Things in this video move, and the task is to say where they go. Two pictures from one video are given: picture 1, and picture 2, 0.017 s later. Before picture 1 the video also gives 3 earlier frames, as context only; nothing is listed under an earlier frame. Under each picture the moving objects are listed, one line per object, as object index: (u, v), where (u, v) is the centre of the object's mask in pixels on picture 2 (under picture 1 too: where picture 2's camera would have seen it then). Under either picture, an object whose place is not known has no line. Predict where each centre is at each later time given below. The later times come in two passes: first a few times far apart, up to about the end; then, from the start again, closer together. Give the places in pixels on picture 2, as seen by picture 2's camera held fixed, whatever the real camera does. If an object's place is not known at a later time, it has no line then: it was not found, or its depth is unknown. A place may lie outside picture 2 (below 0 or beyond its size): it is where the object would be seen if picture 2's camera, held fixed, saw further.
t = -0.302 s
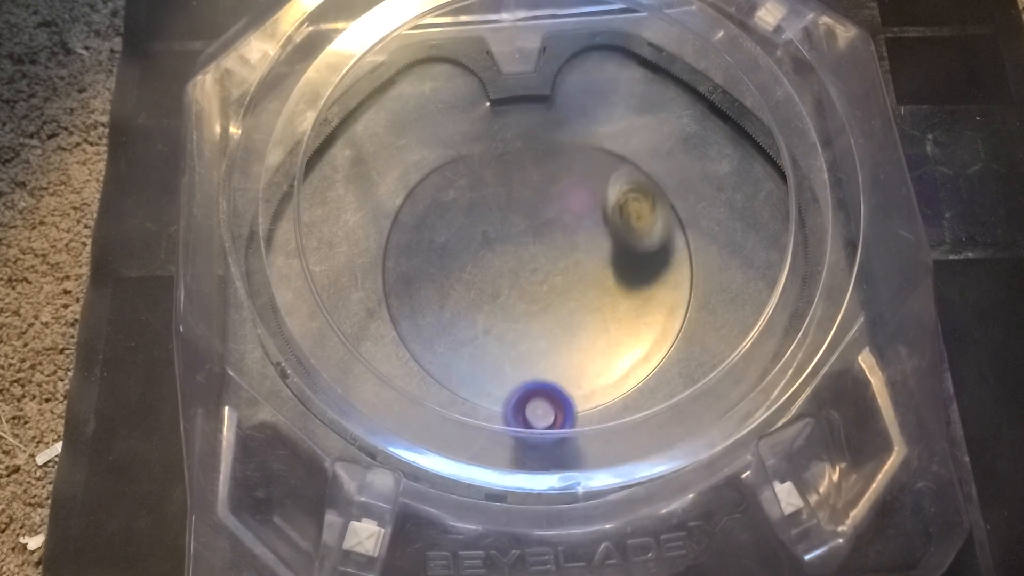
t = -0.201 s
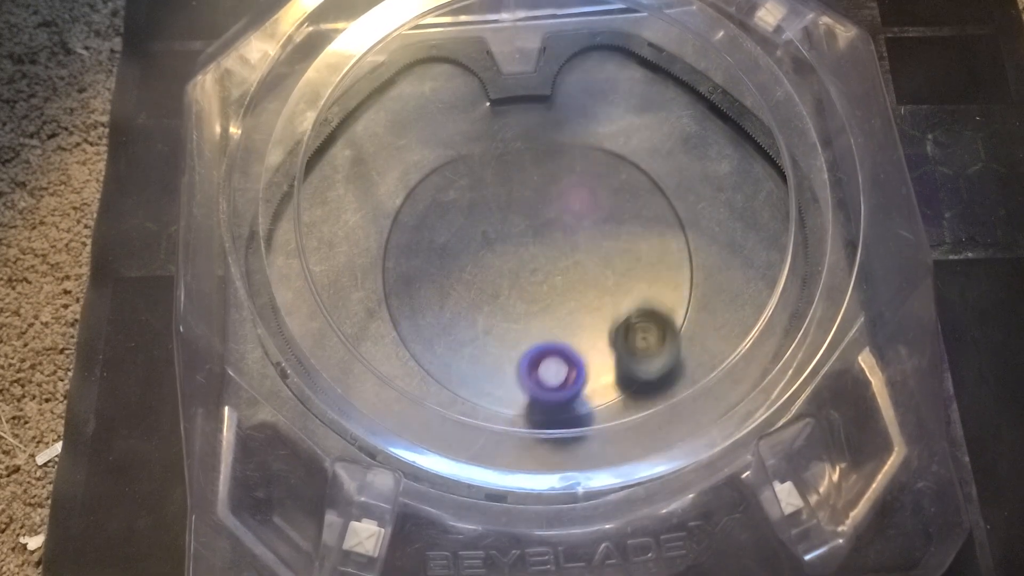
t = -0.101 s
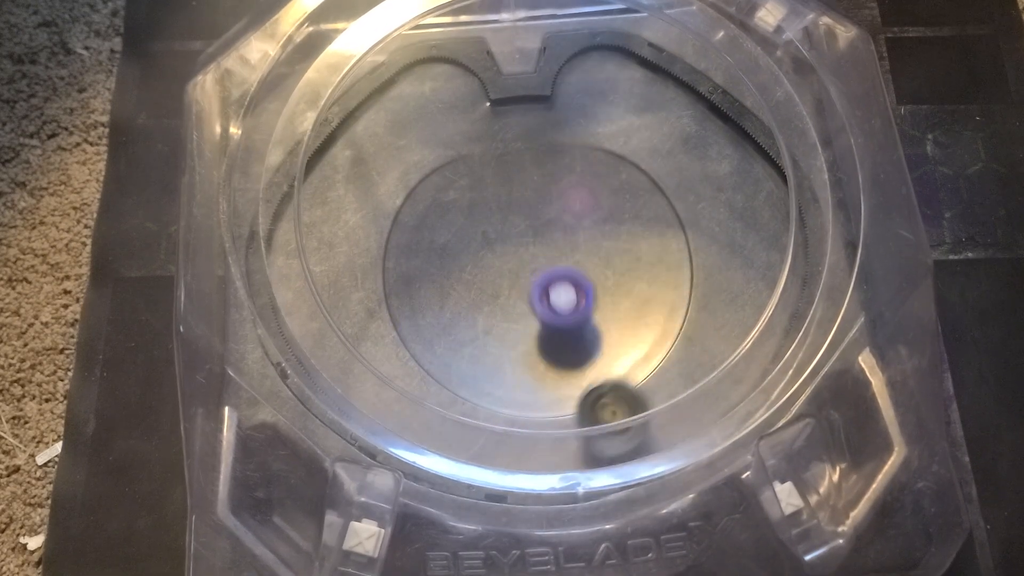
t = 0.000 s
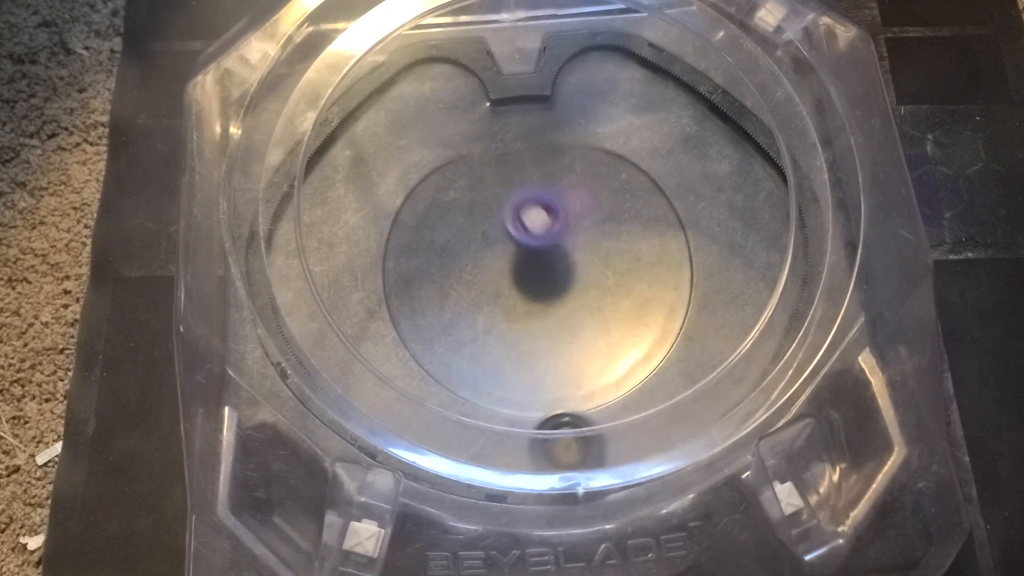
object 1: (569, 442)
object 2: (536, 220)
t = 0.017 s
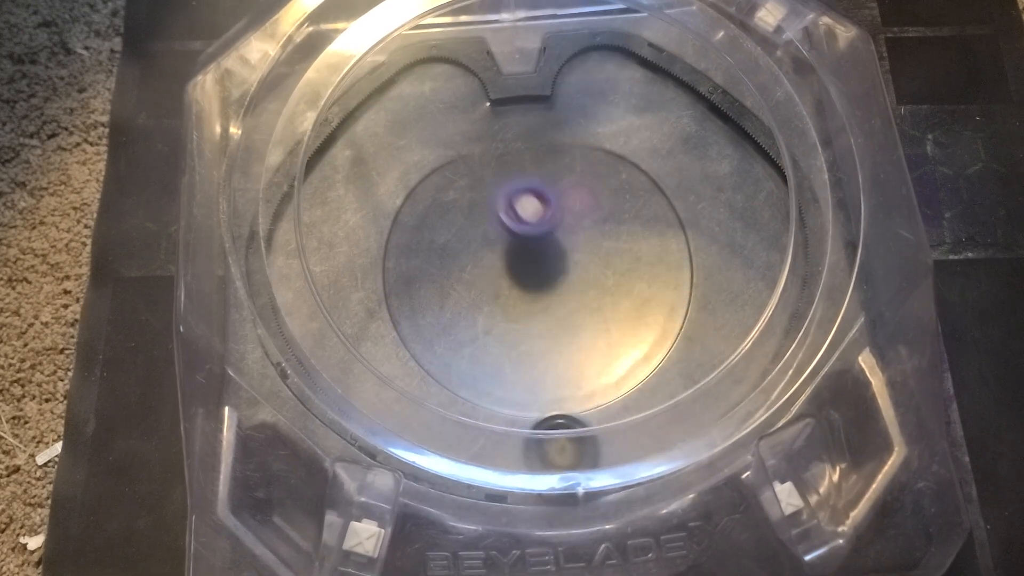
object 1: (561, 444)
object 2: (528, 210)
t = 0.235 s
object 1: (536, 414)
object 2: (413, 154)
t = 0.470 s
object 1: (575, 304)
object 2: (288, 207)
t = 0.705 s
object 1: (590, 236)
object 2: (585, 452)
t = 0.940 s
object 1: (569, 276)
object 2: (775, 150)
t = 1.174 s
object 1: (557, 320)
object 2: (562, 170)
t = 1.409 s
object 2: (565, 250)
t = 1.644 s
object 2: (610, 97)
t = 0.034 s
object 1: (556, 445)
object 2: (519, 200)
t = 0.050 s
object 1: (551, 445)
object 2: (511, 190)
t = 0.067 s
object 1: (547, 444)
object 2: (503, 182)
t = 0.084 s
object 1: (543, 443)
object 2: (494, 174)
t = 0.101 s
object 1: (540, 442)
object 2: (485, 168)
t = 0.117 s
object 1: (538, 440)
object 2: (475, 162)
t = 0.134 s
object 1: (536, 439)
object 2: (465, 156)
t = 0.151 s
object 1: (535, 436)
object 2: (455, 152)
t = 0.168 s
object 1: (534, 434)
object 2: (445, 149)
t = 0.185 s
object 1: (534, 431)
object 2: (437, 149)
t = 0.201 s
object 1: (534, 428)
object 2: (429, 151)
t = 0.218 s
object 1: (534, 425)
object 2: (422, 153)
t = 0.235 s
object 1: (536, 414)
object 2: (413, 154)
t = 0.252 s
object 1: (537, 408)
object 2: (404, 155)
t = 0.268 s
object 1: (540, 400)
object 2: (395, 155)
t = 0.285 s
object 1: (542, 395)
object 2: (385, 156)
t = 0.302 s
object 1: (544, 389)
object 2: (375, 156)
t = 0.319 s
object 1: (547, 381)
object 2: (365, 156)
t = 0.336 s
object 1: (550, 371)
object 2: (354, 157)
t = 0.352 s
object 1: (554, 363)
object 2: (344, 158)
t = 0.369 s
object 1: (557, 354)
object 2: (335, 160)
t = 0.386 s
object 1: (560, 346)
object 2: (329, 163)
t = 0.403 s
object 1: (563, 337)
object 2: (315, 165)
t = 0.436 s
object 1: (569, 321)
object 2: (299, 171)
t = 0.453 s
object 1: (572, 312)
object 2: (294, 184)
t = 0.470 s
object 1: (575, 304)
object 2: (288, 207)
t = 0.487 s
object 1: (578, 295)
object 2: (282, 232)
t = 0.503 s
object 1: (580, 287)
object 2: (276, 262)
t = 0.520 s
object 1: (581, 281)
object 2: (276, 283)
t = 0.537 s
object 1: (582, 273)
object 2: (287, 304)
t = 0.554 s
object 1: (584, 267)
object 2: (311, 341)
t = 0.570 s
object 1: (586, 261)
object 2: (331, 362)
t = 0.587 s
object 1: (587, 256)
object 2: (353, 385)
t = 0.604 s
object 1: (589, 250)
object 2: (370, 405)
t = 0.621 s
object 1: (589, 246)
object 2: (408, 420)
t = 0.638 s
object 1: (590, 243)
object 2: (438, 433)
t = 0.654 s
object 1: (590, 240)
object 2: (474, 443)
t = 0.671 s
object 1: (590, 238)
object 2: (508, 451)
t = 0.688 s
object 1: (590, 237)
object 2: (549, 454)
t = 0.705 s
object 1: (590, 236)
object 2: (585, 452)
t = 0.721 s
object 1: (589, 236)
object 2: (620, 445)
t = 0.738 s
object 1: (589, 236)
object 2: (652, 433)
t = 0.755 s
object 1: (588, 237)
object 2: (681, 419)
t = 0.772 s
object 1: (587, 238)
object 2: (708, 402)
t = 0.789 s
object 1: (586, 240)
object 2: (730, 383)
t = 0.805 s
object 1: (584, 243)
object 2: (751, 362)
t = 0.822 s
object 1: (583, 247)
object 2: (771, 335)
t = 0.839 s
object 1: (581, 250)
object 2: (787, 308)
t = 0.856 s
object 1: (579, 254)
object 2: (795, 285)
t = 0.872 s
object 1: (577, 258)
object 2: (802, 257)
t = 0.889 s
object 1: (575, 263)
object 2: (801, 228)
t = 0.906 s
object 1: (573, 266)
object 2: (800, 201)
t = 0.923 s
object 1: (571, 271)
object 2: (792, 175)
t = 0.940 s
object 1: (569, 276)
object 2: (775, 150)
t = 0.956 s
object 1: (567, 279)
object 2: (747, 134)
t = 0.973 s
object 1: (566, 284)
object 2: (731, 114)
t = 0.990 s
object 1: (564, 287)
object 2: (708, 94)
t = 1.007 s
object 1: (563, 290)
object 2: (686, 76)
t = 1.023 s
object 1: (561, 295)
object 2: (663, 62)
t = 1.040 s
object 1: (560, 297)
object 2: (638, 50)
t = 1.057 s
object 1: (560, 300)
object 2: (612, 40)
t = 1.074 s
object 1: (560, 305)
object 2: (591, 44)
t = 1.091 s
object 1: (559, 308)
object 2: (573, 62)
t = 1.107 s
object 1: (558, 311)
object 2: (567, 77)
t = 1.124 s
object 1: (558, 313)
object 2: (565, 104)
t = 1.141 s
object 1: (558, 315)
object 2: (565, 121)
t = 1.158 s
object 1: (558, 317)
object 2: (562, 145)
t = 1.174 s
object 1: (557, 320)
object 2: (562, 170)
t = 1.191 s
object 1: (557, 321)
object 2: (560, 192)
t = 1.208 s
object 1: (556, 322)
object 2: (559, 217)
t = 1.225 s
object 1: (556, 323)
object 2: (556, 235)
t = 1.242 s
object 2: (555, 257)
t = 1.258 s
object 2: (554, 262)
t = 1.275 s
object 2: (554, 260)
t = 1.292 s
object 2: (554, 260)
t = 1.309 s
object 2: (553, 260)
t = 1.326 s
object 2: (554, 260)
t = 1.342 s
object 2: (555, 259)
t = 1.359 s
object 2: (557, 258)
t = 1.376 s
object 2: (559, 256)
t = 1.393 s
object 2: (561, 253)
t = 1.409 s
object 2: (565, 250)
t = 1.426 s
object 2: (568, 247)
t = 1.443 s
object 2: (571, 243)
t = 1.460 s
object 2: (575, 241)
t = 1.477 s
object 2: (580, 236)
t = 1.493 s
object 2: (584, 231)
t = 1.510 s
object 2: (589, 227)
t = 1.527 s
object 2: (592, 221)
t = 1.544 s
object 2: (596, 213)
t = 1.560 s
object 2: (599, 191)
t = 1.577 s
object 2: (602, 170)
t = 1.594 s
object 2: (604, 143)
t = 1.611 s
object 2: (607, 126)
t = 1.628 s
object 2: (608, 111)
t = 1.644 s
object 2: (610, 97)
